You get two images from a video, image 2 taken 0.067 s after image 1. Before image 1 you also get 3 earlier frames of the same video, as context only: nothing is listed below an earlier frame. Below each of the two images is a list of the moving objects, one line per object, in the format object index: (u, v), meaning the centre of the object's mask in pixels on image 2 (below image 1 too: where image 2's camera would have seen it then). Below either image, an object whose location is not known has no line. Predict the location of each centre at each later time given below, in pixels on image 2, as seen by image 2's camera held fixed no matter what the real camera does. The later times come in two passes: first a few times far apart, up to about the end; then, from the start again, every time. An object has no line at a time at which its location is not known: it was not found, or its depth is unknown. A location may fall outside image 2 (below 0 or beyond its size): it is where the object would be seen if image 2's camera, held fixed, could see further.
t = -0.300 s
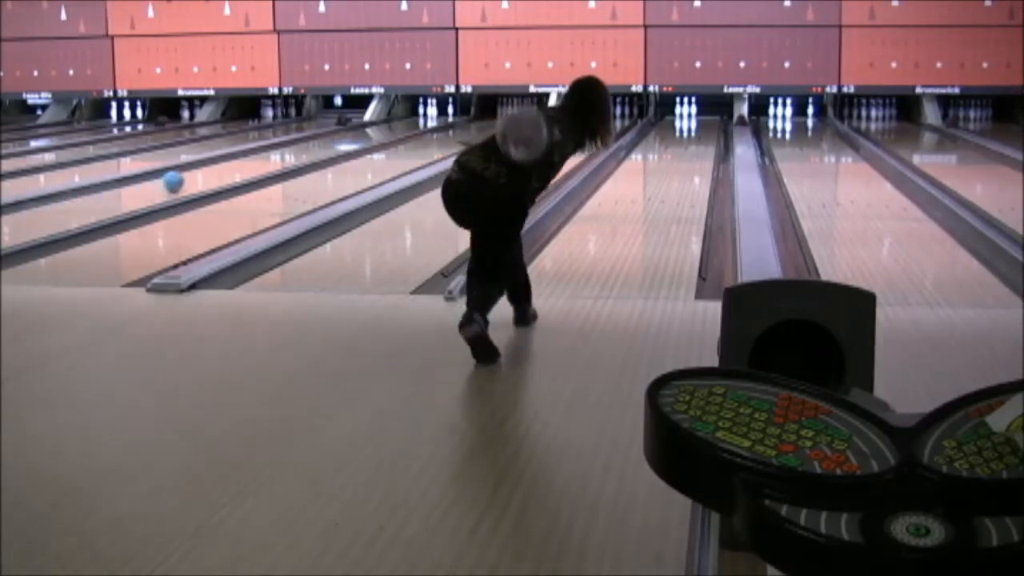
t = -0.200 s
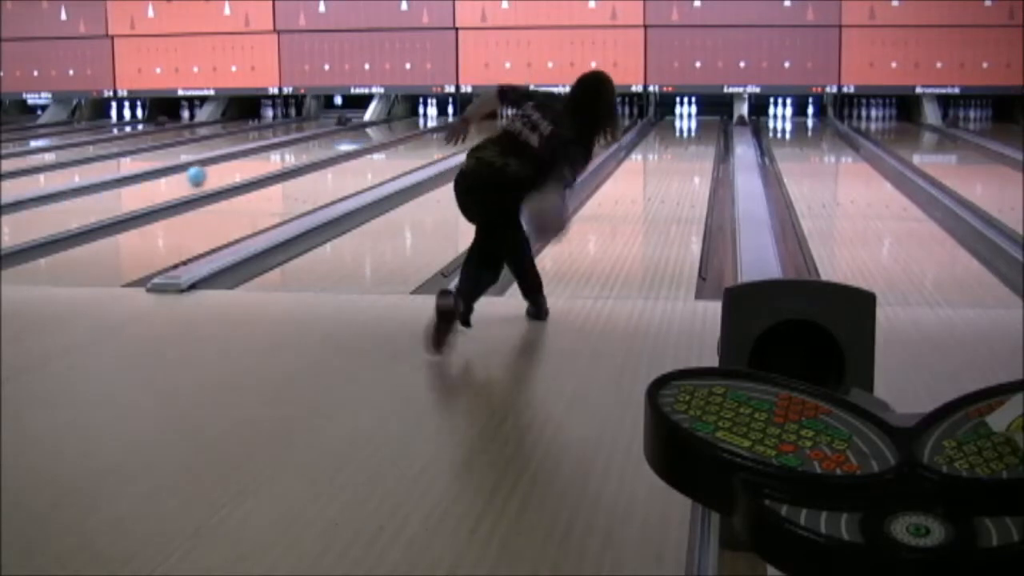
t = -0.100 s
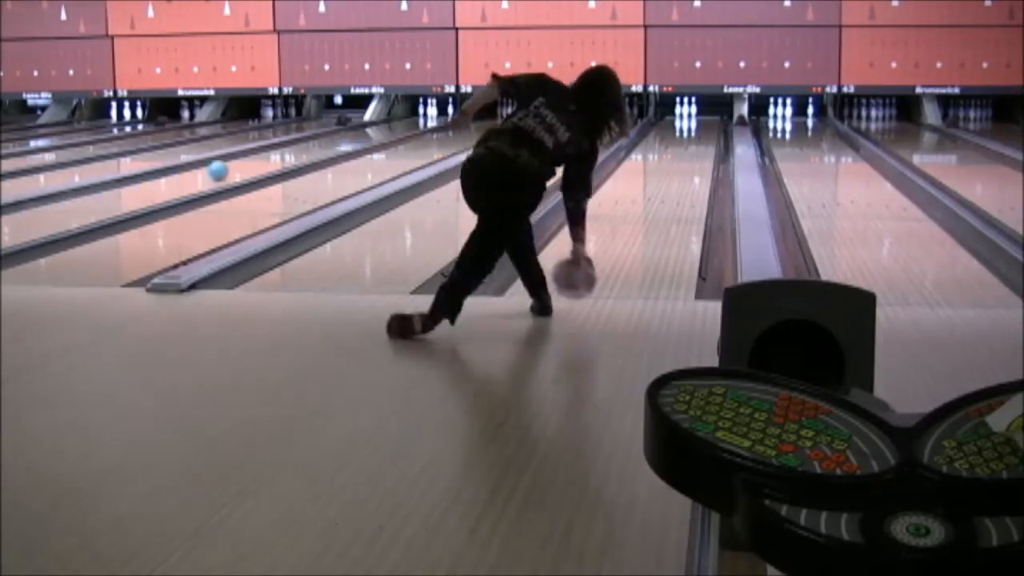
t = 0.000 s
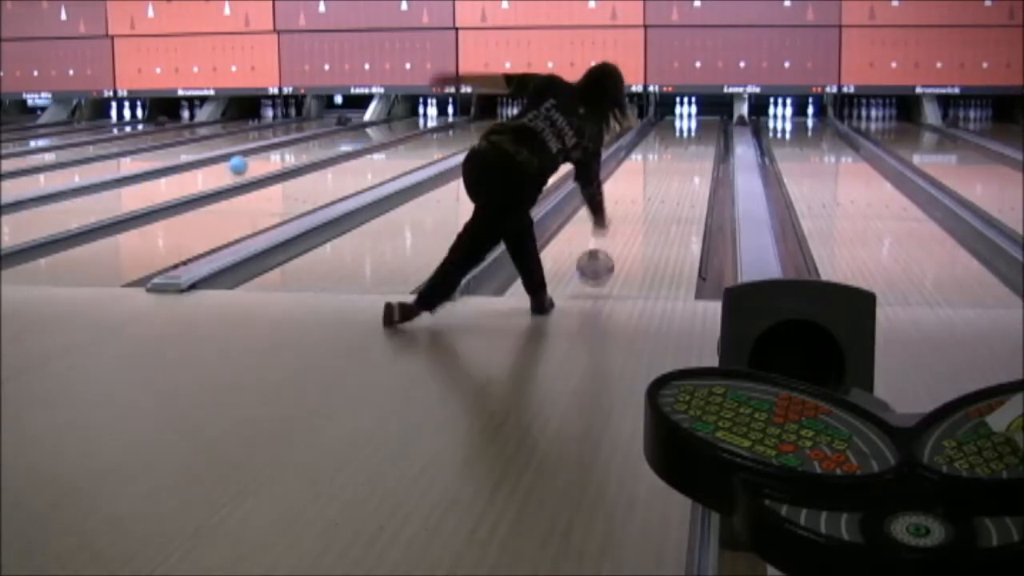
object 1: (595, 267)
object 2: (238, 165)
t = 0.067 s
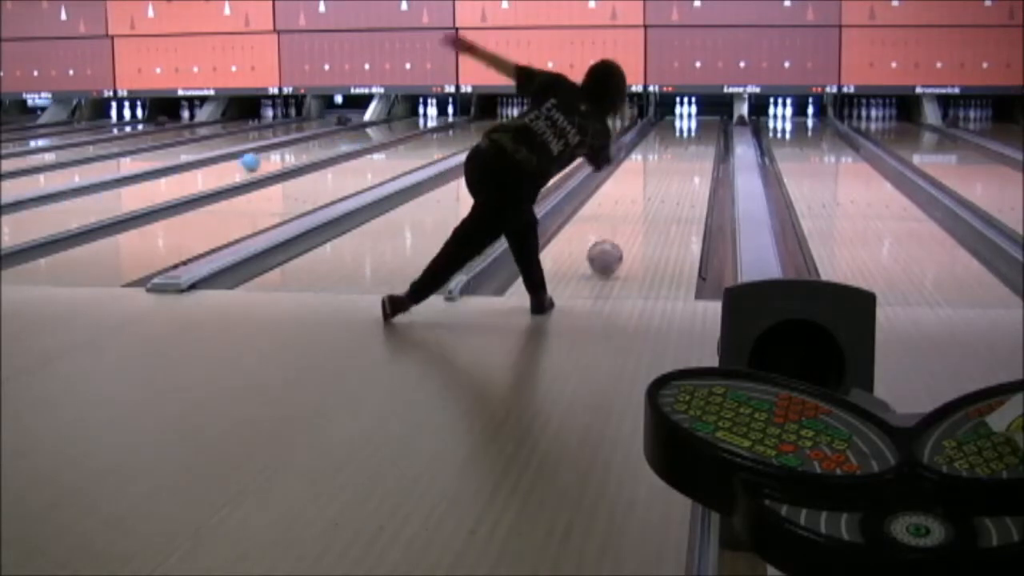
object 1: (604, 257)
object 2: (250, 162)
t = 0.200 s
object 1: (620, 233)
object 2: (273, 156)
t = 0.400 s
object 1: (637, 202)
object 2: (304, 148)
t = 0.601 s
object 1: (649, 182)
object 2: (329, 142)
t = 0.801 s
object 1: (659, 166)
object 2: (352, 135)
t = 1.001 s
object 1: (665, 151)
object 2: (371, 130)
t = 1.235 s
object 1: (670, 141)
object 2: (392, 125)
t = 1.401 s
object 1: (675, 134)
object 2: (404, 121)
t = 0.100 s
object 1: (608, 251)
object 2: (256, 160)
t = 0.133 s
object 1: (613, 244)
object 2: (262, 158)
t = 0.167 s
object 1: (617, 238)
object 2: (268, 157)
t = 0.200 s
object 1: (620, 233)
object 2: (273, 156)
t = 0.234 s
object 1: (623, 227)
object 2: (278, 155)
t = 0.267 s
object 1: (626, 221)
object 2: (284, 153)
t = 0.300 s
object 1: (629, 216)
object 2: (288, 152)
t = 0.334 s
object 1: (631, 211)
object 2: (293, 151)
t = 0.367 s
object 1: (634, 207)
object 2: (298, 149)
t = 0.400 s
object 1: (637, 202)
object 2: (304, 148)
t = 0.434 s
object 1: (639, 198)
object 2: (308, 147)
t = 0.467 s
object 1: (641, 194)
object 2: (312, 146)
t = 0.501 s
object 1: (643, 191)
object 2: (317, 144)
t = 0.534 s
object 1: (645, 187)
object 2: (321, 144)
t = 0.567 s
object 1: (647, 185)
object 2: (325, 143)
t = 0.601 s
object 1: (649, 182)
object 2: (329, 142)
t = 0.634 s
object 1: (650, 179)
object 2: (333, 141)
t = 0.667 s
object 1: (652, 176)
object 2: (338, 139)
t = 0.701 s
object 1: (654, 173)
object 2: (341, 139)
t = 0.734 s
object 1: (656, 171)
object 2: (344, 138)
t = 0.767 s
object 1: (658, 169)
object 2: (348, 136)
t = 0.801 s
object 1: (659, 166)
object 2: (352, 135)
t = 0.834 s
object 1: (660, 163)
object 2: (356, 134)
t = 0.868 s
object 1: (661, 161)
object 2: (359, 133)
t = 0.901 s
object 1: (663, 159)
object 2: (363, 133)
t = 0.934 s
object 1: (664, 156)
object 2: (365, 132)
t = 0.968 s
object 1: (664, 154)
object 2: (369, 131)
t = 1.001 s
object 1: (665, 151)
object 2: (371, 130)
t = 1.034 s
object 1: (666, 150)
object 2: (375, 129)
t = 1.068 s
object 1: (667, 148)
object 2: (378, 128)
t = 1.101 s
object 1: (668, 146)
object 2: (381, 127)
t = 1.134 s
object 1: (669, 145)
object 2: (384, 127)
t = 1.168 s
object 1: (669, 143)
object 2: (386, 126)
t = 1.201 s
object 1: (670, 142)
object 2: (389, 126)
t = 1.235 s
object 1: (670, 141)
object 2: (392, 125)
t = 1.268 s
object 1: (671, 140)
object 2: (395, 124)
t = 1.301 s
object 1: (672, 138)
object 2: (397, 124)
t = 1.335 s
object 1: (673, 137)
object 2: (399, 123)
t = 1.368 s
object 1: (674, 135)
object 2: (402, 122)
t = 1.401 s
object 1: (675, 134)
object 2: (404, 121)
